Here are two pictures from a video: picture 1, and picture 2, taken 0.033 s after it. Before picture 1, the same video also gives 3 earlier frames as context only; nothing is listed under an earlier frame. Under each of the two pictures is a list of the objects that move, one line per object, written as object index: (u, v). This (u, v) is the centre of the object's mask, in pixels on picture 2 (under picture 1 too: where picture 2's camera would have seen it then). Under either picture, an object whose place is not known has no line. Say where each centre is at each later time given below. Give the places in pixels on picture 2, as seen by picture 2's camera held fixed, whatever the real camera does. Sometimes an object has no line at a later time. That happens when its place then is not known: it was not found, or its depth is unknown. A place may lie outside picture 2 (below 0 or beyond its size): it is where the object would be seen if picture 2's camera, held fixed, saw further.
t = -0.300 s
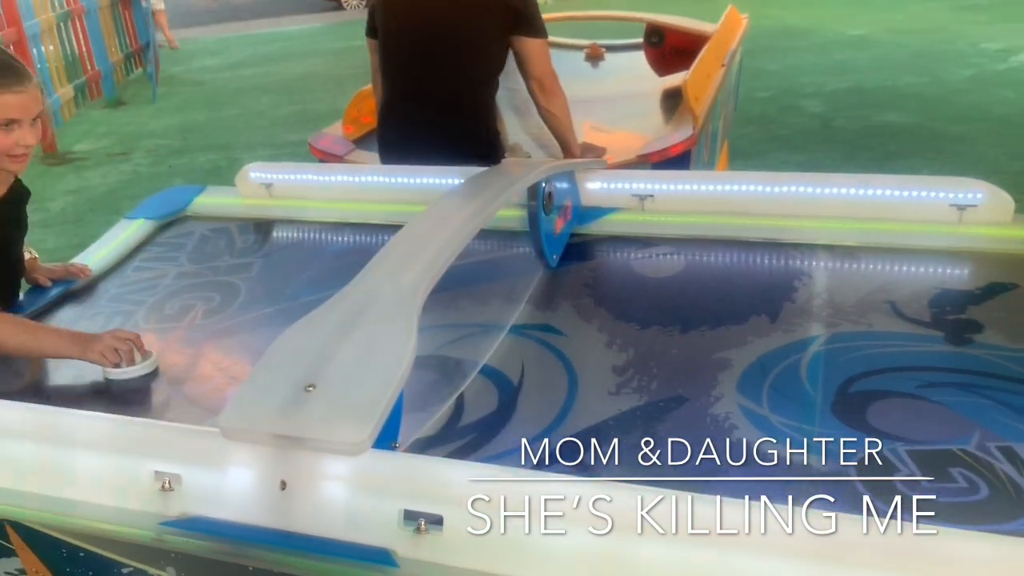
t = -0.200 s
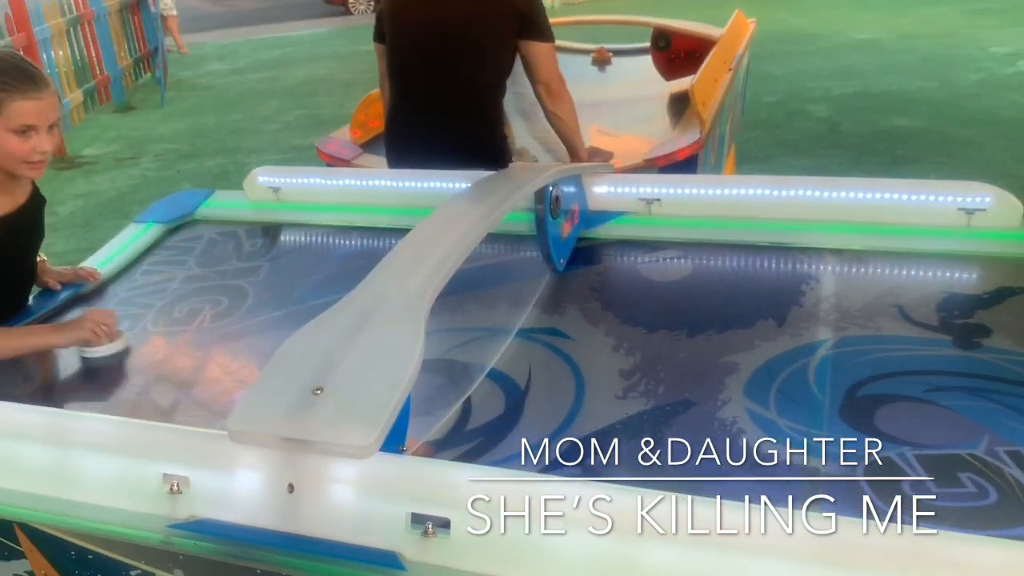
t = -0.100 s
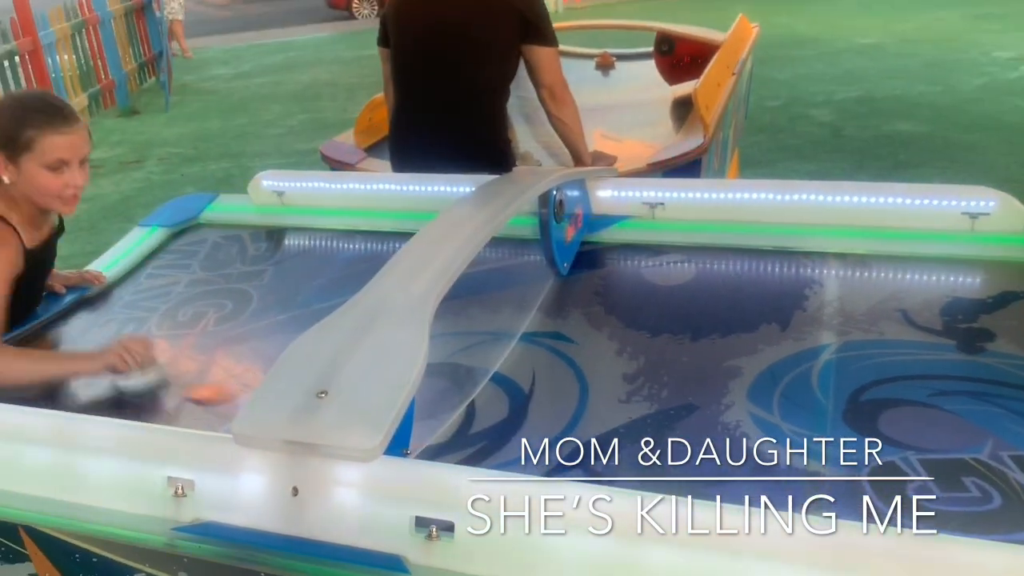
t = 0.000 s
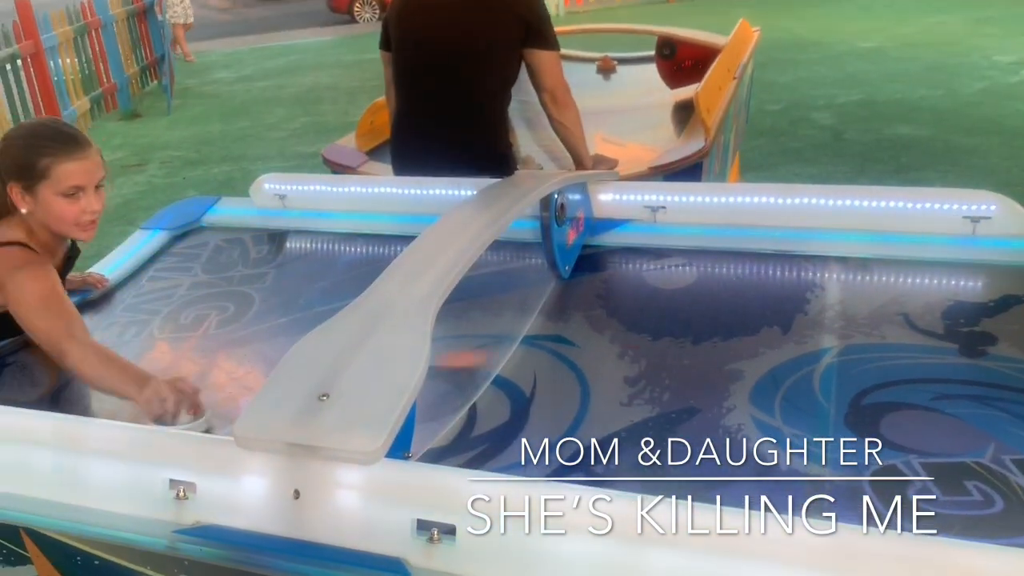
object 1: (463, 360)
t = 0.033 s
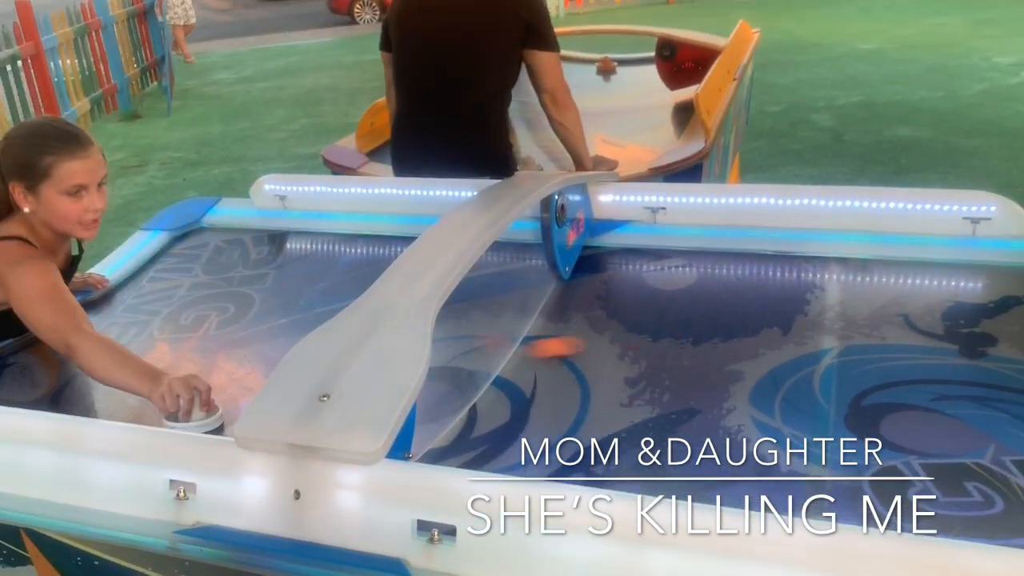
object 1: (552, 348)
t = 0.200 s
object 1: (1003, 277)
